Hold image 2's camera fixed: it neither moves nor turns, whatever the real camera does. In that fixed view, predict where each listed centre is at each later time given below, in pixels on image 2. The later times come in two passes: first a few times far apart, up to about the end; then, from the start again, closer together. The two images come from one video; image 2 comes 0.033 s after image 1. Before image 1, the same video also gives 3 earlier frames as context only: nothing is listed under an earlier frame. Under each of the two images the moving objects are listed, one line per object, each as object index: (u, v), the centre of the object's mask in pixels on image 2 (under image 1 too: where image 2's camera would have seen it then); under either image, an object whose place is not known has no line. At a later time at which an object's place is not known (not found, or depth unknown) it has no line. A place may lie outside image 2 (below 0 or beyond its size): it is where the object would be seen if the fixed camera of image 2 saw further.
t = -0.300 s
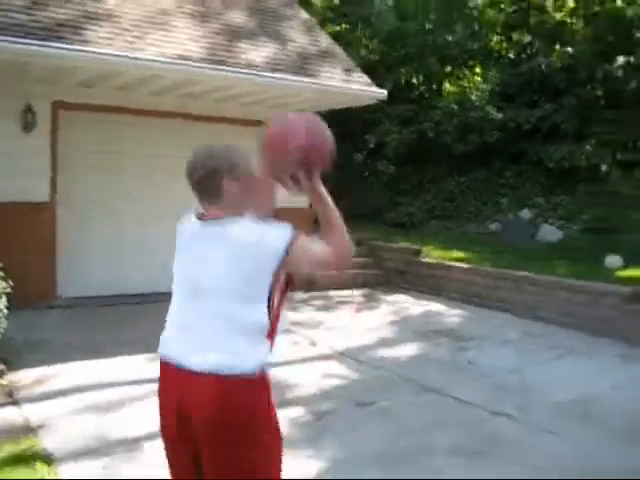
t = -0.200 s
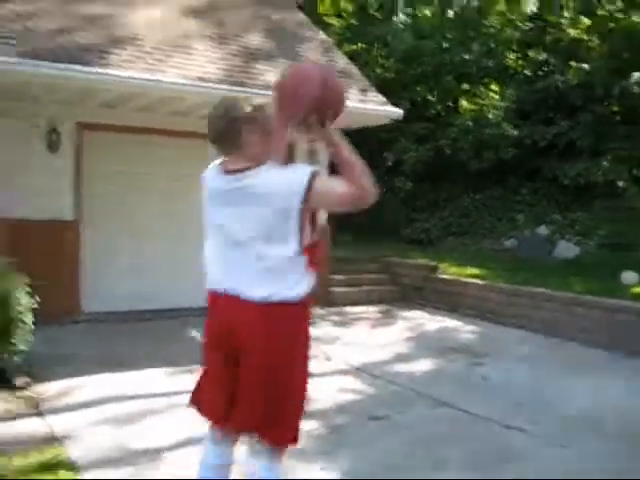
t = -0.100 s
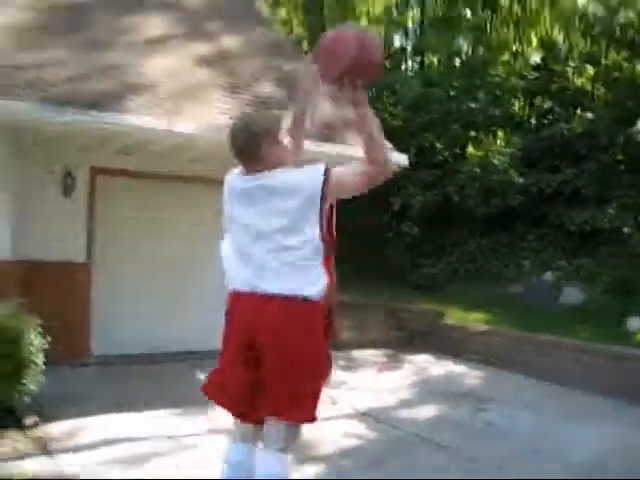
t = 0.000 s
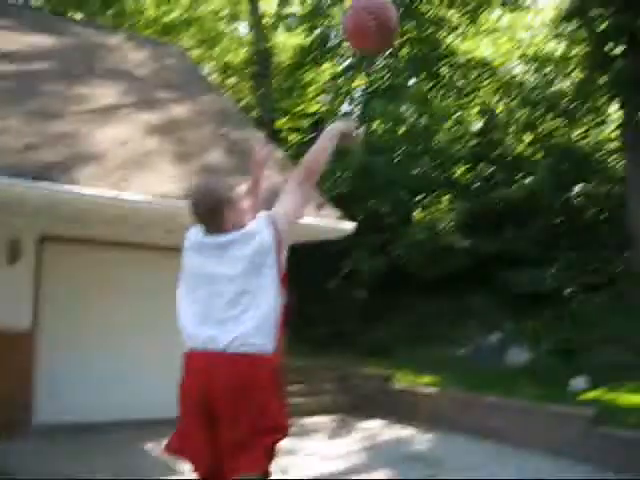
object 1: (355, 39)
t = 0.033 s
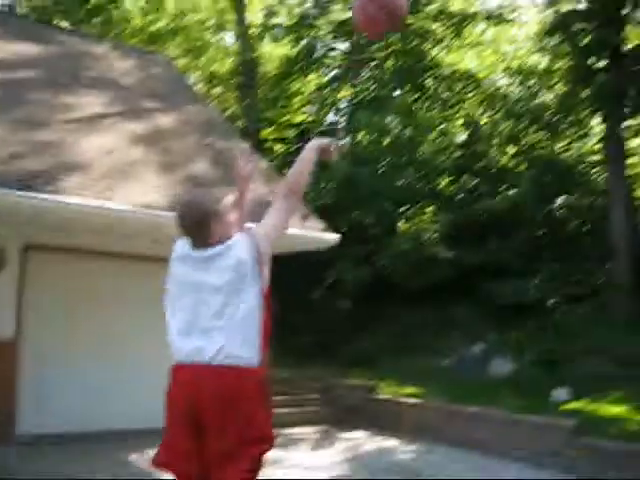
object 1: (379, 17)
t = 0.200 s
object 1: (477, -55)
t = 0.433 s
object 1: (565, -71)
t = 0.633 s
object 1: (624, -30)
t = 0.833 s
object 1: (676, 42)
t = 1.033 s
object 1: (729, 142)
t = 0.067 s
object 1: (401, 0)
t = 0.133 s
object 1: (443, -32)
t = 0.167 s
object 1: (461, -47)
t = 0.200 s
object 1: (477, -55)
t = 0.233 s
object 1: (493, -63)
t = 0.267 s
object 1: (509, -71)
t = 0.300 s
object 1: (520, -74)
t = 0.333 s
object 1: (530, -74)
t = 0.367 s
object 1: (542, -74)
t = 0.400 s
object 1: (556, -73)
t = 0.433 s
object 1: (565, -71)
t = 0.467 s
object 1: (577, -67)
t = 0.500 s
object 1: (583, -59)
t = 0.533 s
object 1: (597, -52)
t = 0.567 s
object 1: (604, -45)
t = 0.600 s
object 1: (612, -40)
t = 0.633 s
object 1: (624, -30)
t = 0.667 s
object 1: (633, -21)
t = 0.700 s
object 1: (641, -11)
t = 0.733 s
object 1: (650, 0)
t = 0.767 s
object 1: (656, 14)
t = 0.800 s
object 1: (666, 27)
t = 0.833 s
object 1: (676, 42)
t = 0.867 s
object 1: (685, 56)
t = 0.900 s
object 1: (691, 72)
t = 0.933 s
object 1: (697, 89)
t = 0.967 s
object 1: (707, 106)
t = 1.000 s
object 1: (721, 121)
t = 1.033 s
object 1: (729, 142)
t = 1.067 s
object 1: (737, 161)
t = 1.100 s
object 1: (749, 178)
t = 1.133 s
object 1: (751, 188)
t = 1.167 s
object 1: (755, 189)
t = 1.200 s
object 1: (758, 192)
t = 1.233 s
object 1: (763, 196)
